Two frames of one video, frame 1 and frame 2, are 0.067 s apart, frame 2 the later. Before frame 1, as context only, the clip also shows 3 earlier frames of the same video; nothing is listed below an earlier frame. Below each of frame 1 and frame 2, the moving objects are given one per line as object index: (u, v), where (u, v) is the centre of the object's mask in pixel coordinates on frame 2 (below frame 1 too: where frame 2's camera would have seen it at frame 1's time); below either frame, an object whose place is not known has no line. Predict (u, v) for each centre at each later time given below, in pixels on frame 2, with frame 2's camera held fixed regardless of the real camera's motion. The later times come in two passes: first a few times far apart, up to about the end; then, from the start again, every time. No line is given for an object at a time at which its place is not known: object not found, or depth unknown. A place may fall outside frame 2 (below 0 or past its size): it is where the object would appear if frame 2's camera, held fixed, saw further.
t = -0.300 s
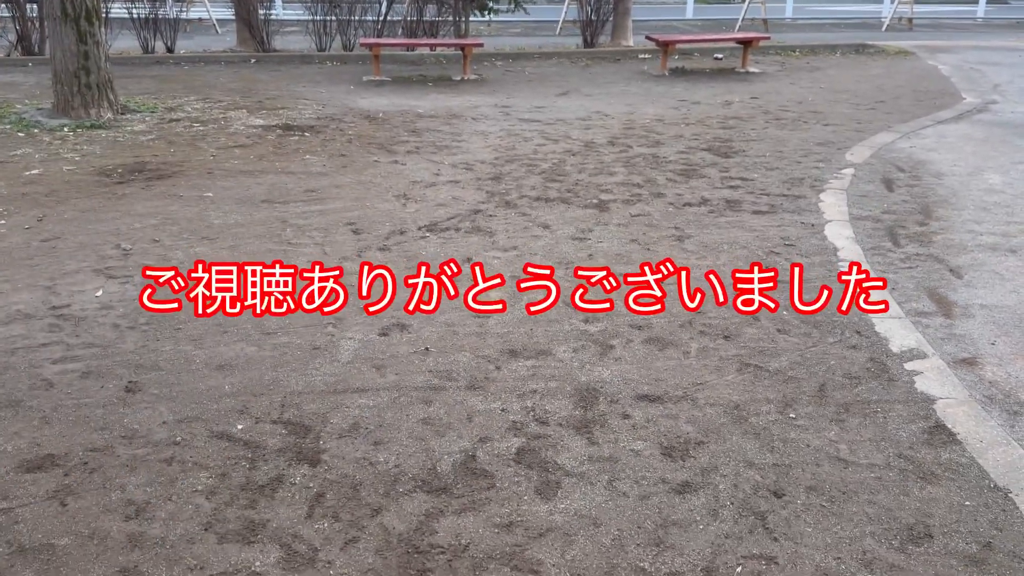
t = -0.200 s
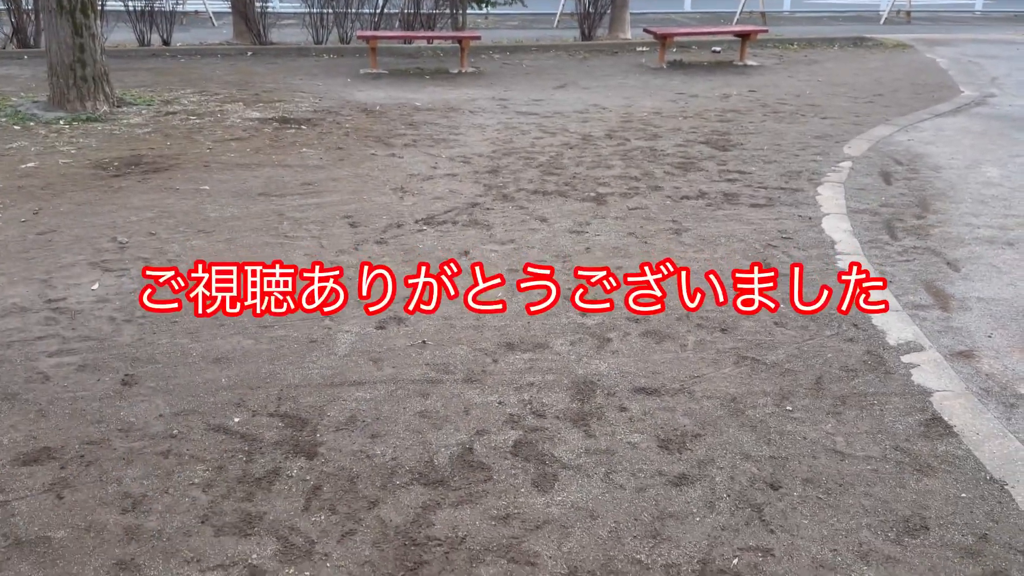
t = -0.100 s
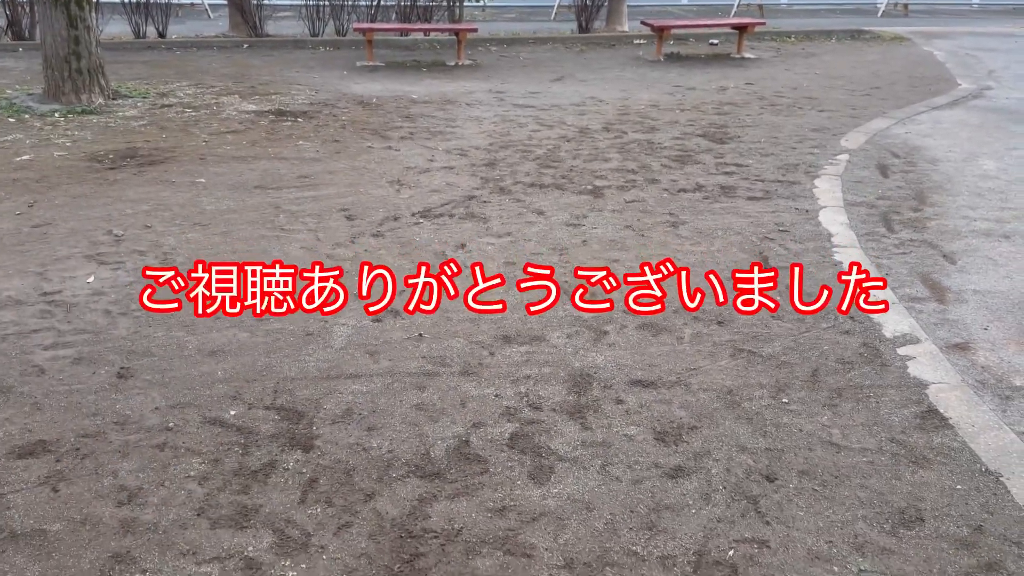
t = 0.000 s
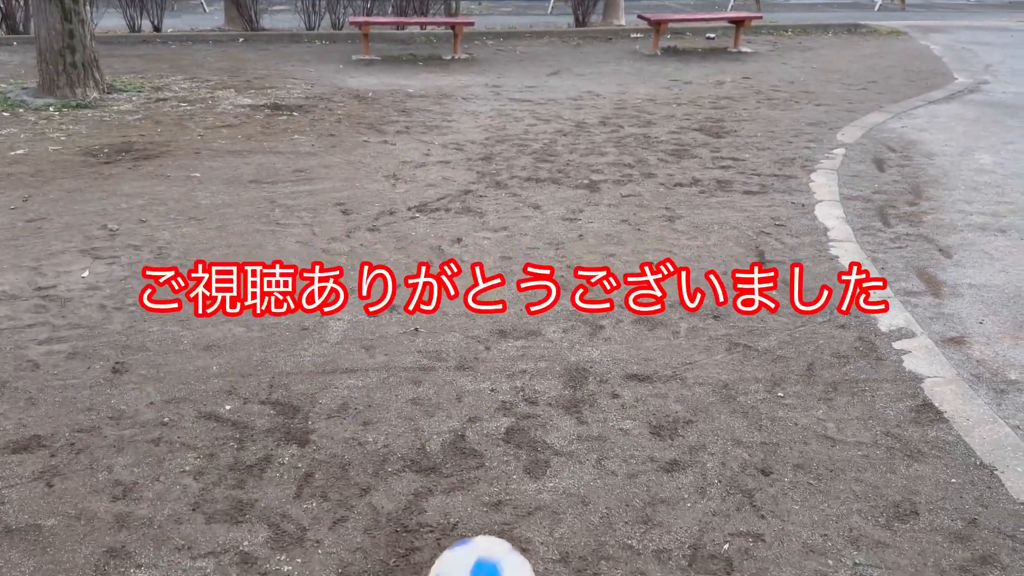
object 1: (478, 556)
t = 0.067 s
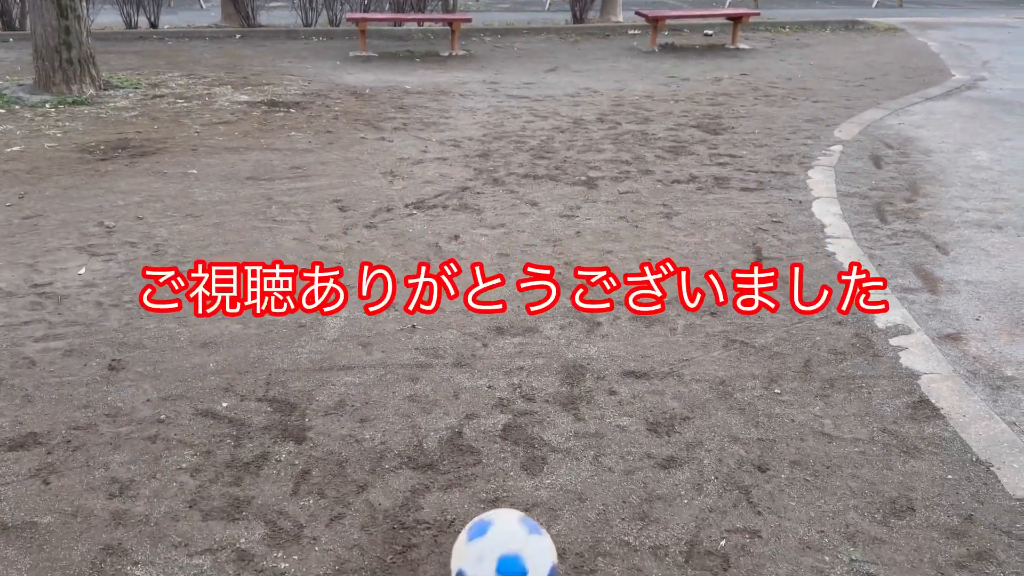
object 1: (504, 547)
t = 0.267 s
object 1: (568, 498)
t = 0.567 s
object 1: (635, 425)
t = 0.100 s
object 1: (516, 542)
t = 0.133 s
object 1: (528, 536)
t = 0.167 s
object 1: (539, 530)
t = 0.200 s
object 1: (548, 519)
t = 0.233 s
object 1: (559, 508)
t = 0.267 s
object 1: (568, 498)
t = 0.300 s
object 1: (577, 489)
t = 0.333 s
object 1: (581, 484)
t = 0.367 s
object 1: (589, 474)
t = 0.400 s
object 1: (598, 466)
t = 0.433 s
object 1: (605, 458)
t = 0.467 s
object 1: (614, 448)
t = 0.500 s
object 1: (621, 441)
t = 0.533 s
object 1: (627, 433)
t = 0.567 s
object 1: (635, 425)
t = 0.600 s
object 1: (640, 418)
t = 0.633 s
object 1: (646, 412)
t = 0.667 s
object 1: (652, 406)
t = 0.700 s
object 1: (657, 398)
